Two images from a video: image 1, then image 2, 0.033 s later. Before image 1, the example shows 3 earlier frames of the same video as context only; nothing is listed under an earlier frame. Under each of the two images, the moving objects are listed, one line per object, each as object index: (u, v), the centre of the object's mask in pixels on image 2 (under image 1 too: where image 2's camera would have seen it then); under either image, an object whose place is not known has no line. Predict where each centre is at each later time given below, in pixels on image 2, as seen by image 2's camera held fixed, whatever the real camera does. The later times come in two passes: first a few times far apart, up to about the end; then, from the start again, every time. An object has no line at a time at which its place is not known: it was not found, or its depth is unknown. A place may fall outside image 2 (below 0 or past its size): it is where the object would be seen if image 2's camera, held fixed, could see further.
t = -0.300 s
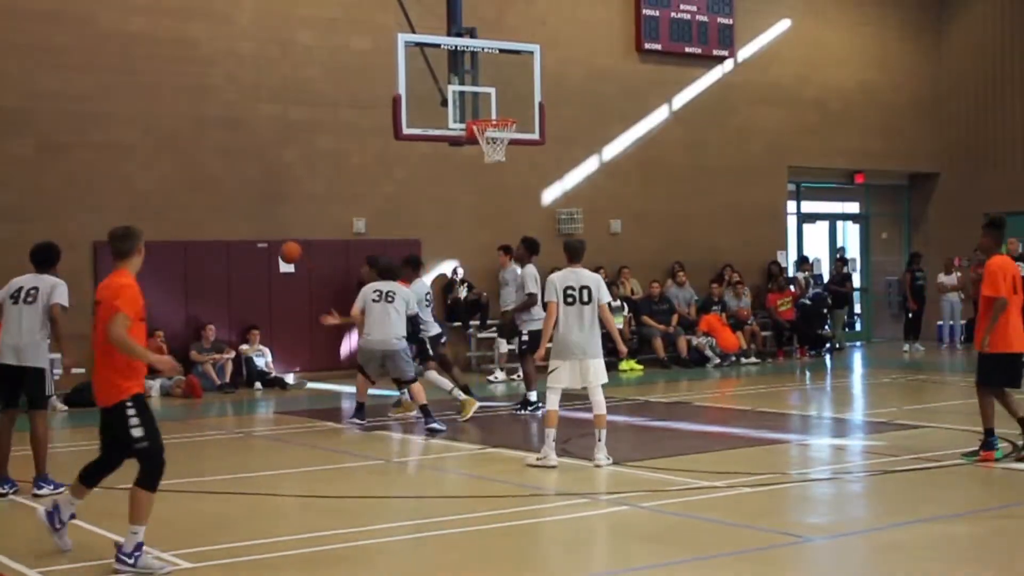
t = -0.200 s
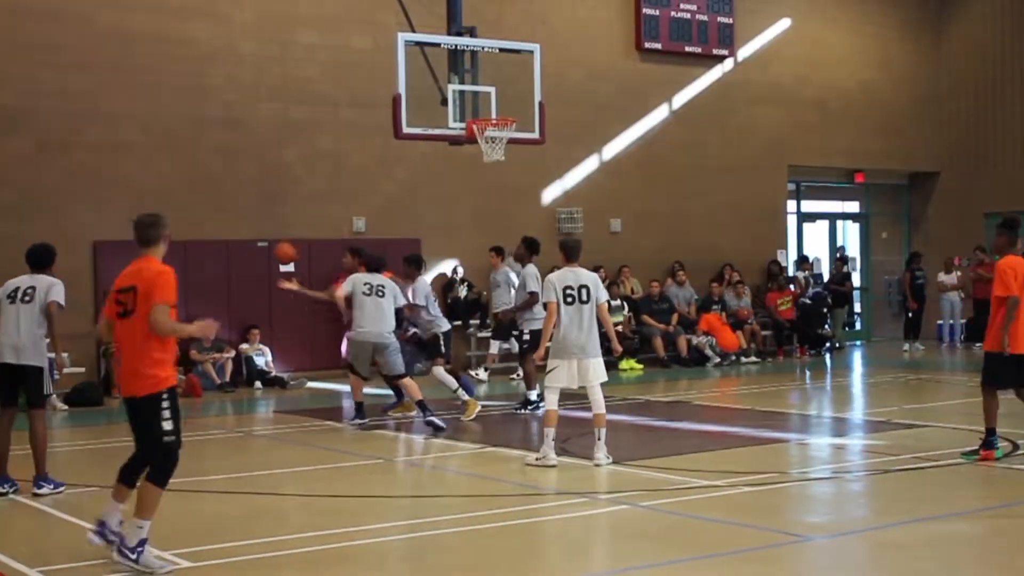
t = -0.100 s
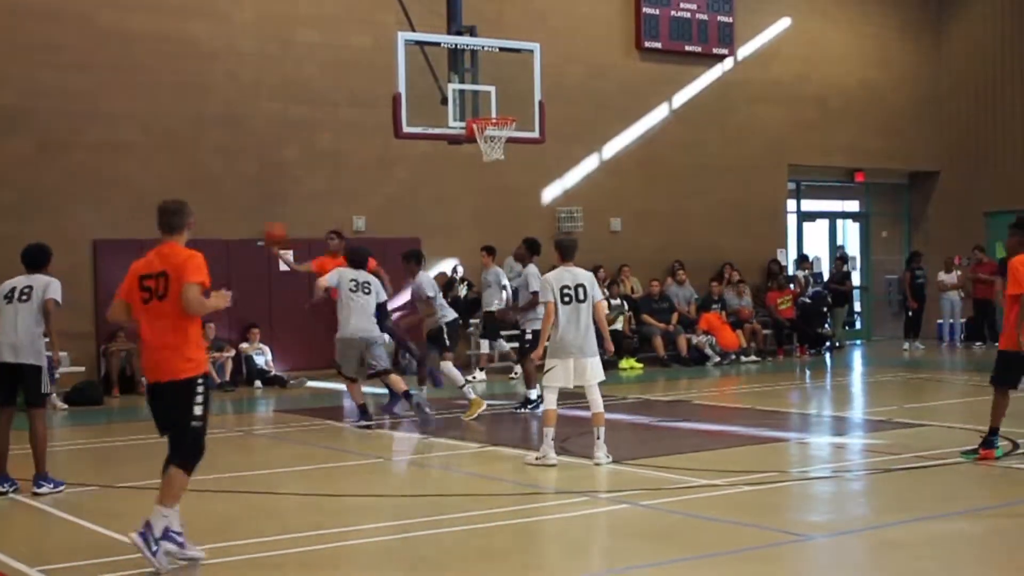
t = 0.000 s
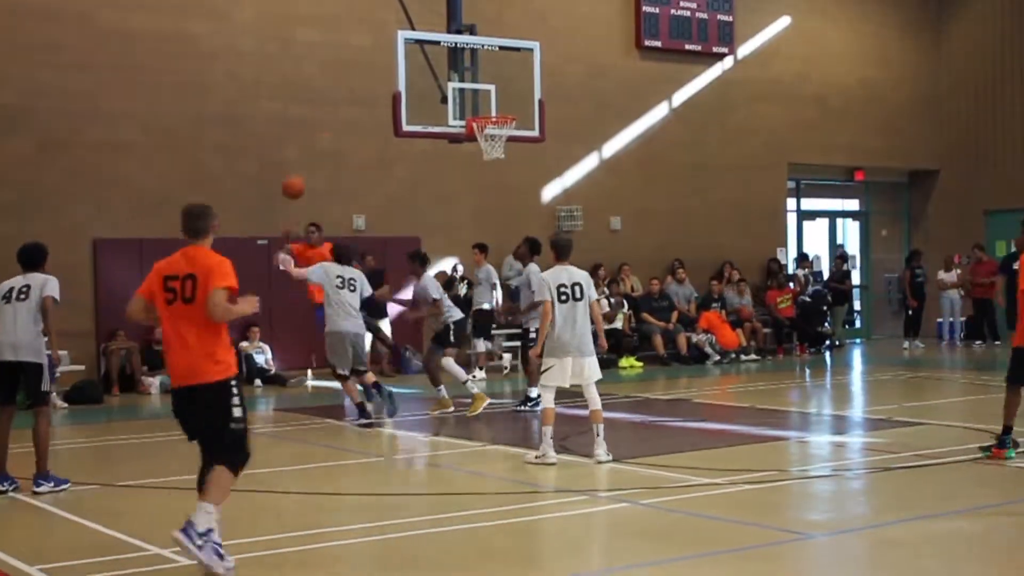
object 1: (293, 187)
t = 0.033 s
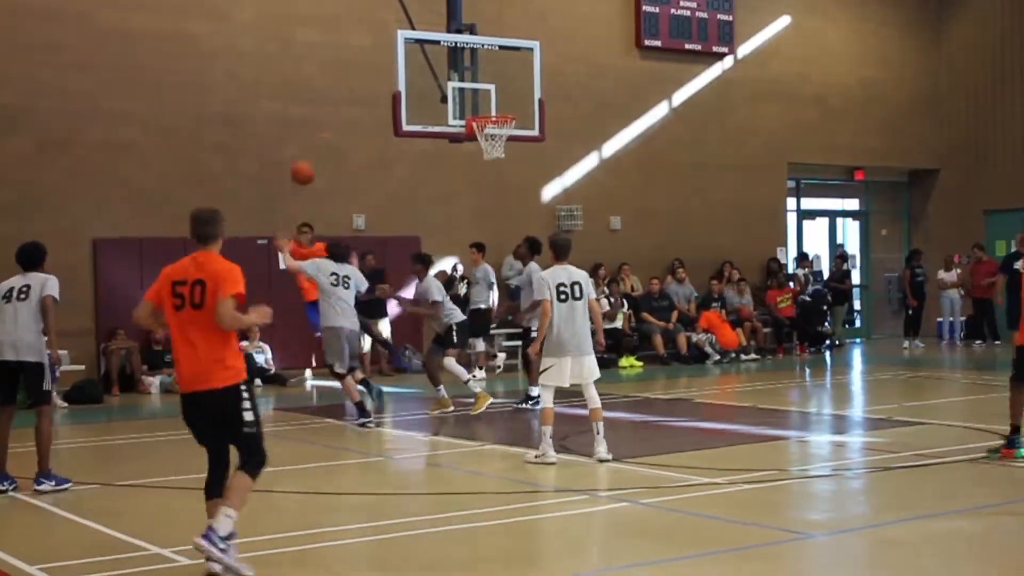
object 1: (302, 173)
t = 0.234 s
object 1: (365, 107)
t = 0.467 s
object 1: (448, 72)
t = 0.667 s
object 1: (532, 91)
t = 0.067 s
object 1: (313, 159)
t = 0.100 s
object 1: (323, 148)
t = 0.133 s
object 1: (332, 136)
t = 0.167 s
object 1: (343, 124)
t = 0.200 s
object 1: (354, 115)
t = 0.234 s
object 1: (365, 107)
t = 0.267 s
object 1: (377, 98)
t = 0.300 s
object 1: (386, 91)
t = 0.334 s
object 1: (400, 85)
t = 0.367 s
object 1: (412, 81)
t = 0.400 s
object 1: (423, 76)
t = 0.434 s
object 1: (436, 75)
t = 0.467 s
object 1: (448, 72)
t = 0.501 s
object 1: (462, 72)
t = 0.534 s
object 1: (476, 73)
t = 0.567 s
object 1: (490, 76)
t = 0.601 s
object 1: (503, 80)
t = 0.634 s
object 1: (518, 85)
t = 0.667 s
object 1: (532, 91)
